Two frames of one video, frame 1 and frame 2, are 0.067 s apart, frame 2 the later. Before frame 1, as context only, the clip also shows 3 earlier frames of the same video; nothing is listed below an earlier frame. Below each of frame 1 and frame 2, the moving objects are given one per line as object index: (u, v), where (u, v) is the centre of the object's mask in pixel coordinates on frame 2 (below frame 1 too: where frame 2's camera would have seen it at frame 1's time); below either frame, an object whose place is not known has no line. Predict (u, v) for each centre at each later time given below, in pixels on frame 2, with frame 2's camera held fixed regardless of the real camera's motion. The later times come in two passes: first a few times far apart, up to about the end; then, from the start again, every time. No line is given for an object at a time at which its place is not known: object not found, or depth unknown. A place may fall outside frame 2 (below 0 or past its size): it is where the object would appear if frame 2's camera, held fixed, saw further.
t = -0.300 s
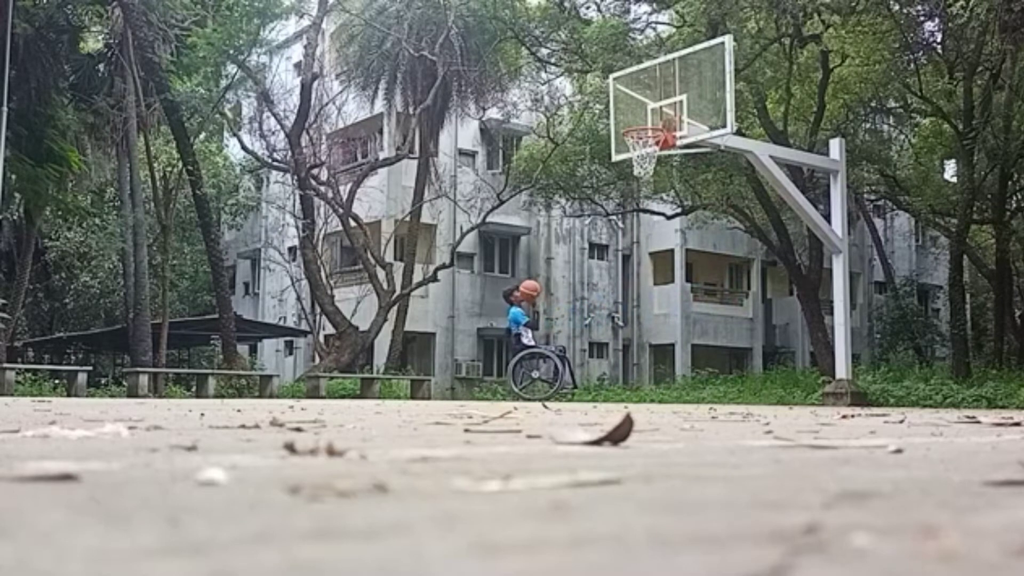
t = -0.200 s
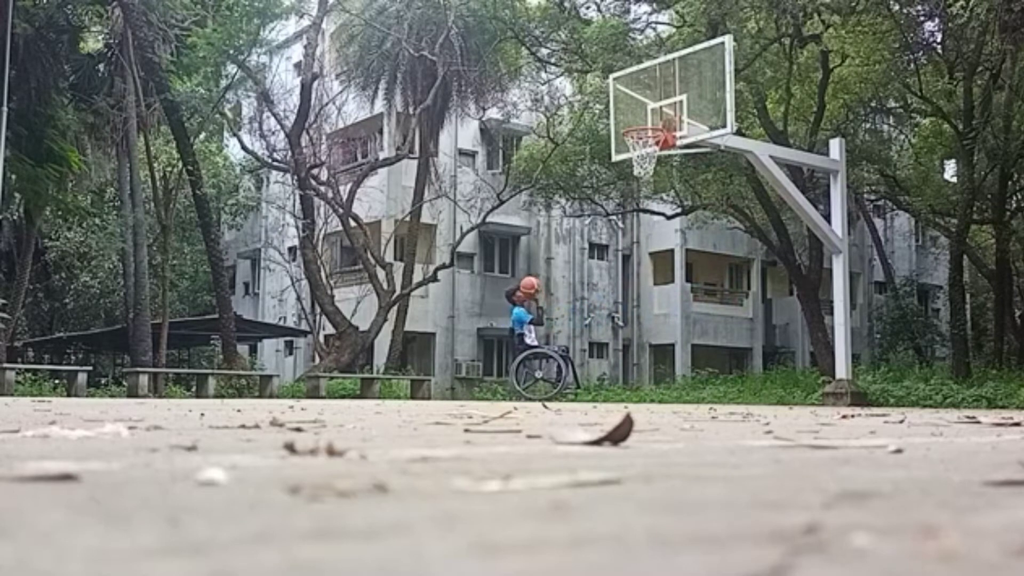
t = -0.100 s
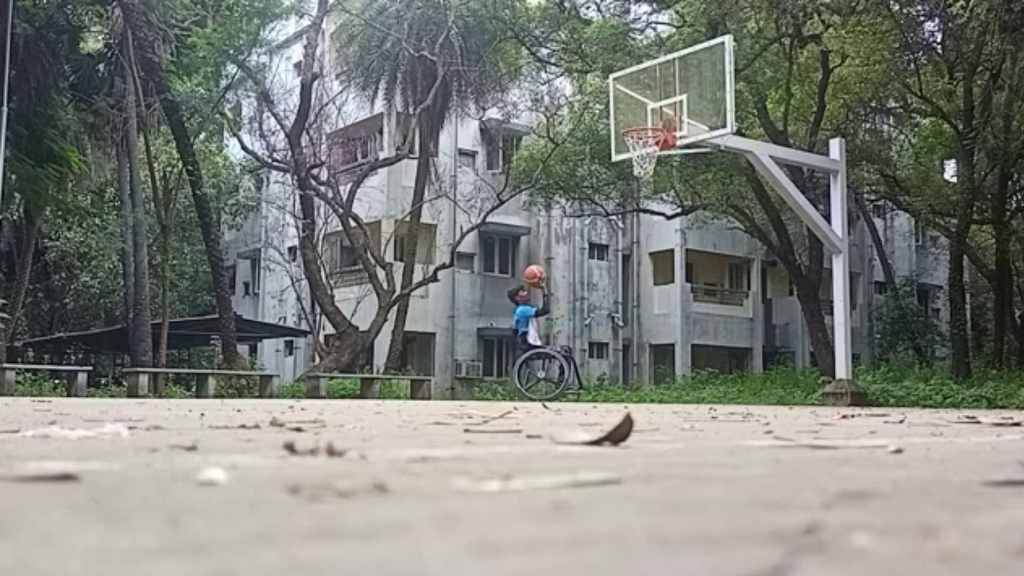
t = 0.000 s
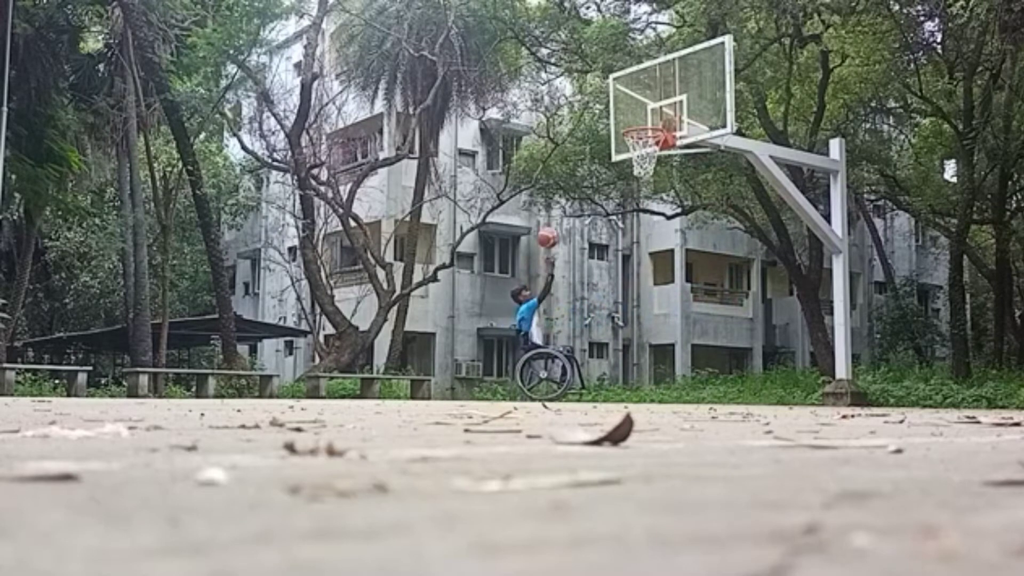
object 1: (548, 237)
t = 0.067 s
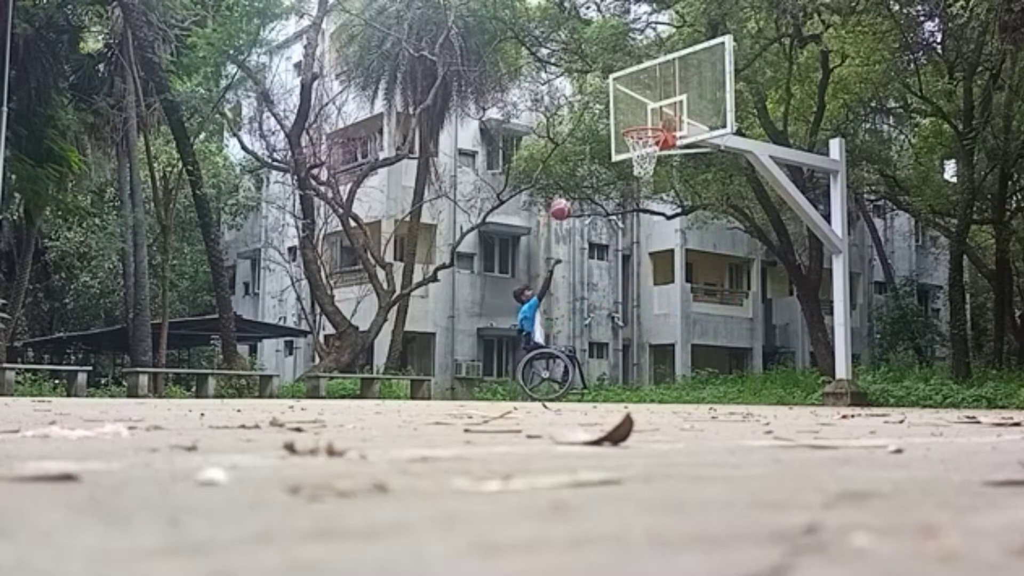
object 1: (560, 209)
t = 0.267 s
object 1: (598, 149)
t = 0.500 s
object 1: (642, 119)
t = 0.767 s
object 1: (642, 121)
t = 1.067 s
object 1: (638, 155)
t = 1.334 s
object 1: (645, 185)
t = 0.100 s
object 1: (566, 197)
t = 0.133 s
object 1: (573, 186)
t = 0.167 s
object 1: (579, 175)
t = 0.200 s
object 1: (586, 165)
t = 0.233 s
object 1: (593, 156)
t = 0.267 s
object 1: (598, 149)
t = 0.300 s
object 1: (605, 142)
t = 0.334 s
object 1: (612, 136)
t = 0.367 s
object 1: (617, 131)
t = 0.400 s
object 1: (623, 126)
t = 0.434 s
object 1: (629, 123)
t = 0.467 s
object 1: (636, 120)
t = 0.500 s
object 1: (642, 119)
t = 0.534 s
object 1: (646, 120)
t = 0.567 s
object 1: (646, 120)
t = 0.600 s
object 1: (646, 121)
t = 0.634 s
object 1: (645, 120)
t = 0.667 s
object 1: (645, 120)
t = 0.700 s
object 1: (644, 120)
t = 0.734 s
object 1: (643, 120)
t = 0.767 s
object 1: (642, 121)
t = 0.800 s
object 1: (641, 122)
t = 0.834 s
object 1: (641, 124)
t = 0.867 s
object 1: (640, 126)
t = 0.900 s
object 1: (640, 137)
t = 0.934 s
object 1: (640, 137)
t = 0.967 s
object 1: (639, 141)
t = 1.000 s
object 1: (637, 147)
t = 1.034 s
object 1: (638, 152)
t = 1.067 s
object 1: (638, 155)
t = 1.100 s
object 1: (639, 157)
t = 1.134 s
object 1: (639, 157)
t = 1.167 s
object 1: (638, 160)
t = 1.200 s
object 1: (642, 165)
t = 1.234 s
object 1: (644, 170)
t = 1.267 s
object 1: (645, 175)
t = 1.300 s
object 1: (645, 181)
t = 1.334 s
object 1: (645, 185)
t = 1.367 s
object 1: (647, 193)
